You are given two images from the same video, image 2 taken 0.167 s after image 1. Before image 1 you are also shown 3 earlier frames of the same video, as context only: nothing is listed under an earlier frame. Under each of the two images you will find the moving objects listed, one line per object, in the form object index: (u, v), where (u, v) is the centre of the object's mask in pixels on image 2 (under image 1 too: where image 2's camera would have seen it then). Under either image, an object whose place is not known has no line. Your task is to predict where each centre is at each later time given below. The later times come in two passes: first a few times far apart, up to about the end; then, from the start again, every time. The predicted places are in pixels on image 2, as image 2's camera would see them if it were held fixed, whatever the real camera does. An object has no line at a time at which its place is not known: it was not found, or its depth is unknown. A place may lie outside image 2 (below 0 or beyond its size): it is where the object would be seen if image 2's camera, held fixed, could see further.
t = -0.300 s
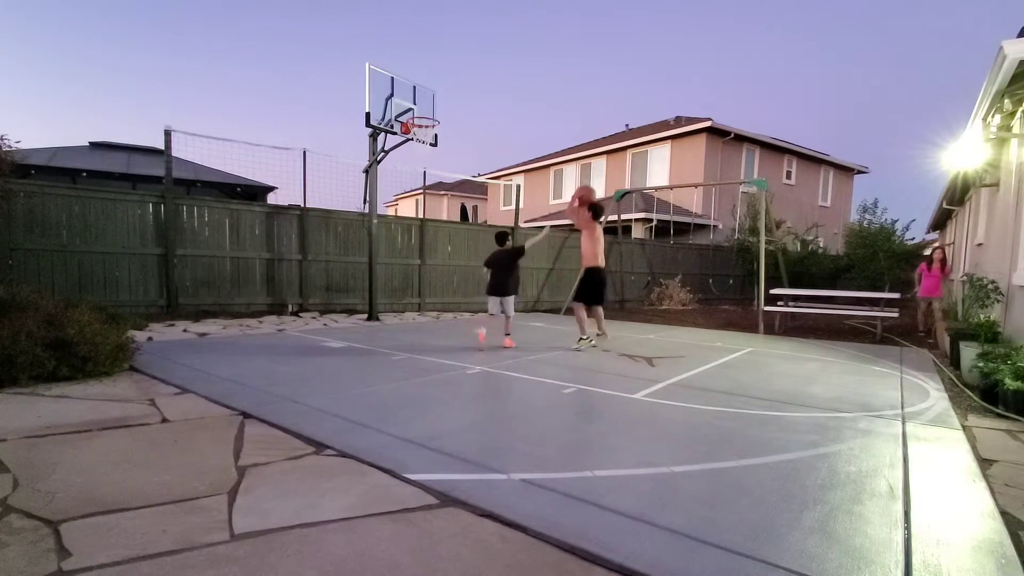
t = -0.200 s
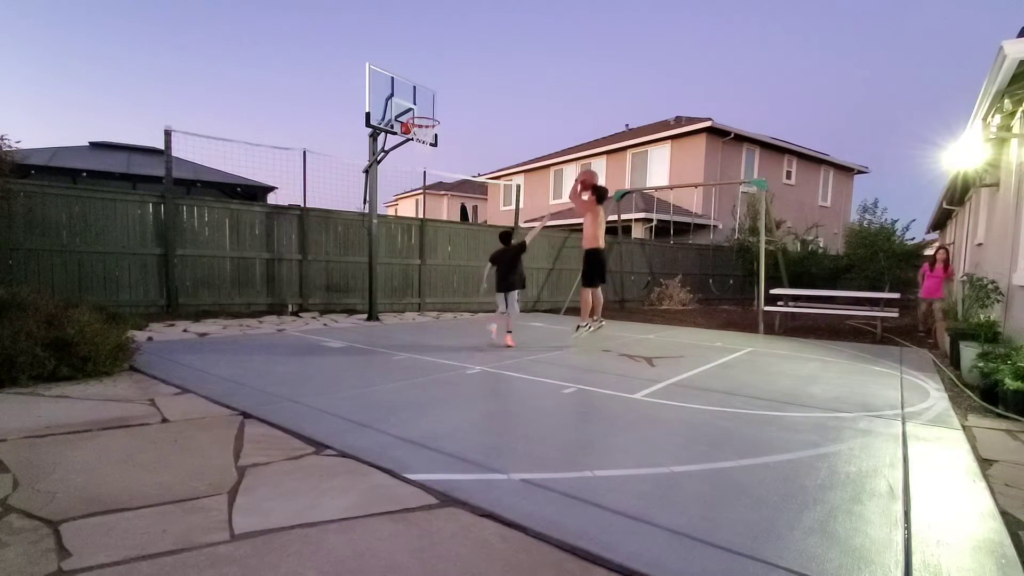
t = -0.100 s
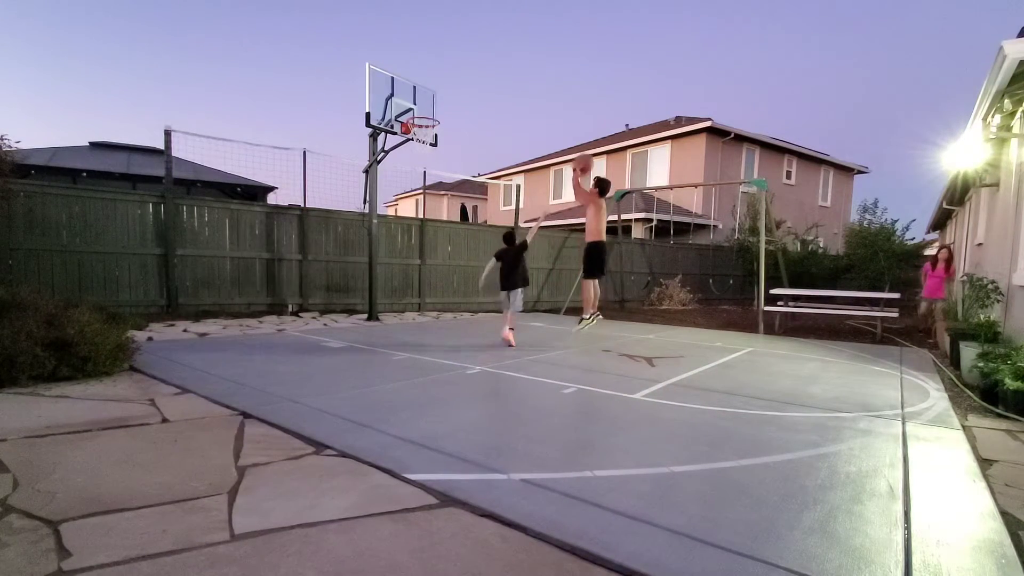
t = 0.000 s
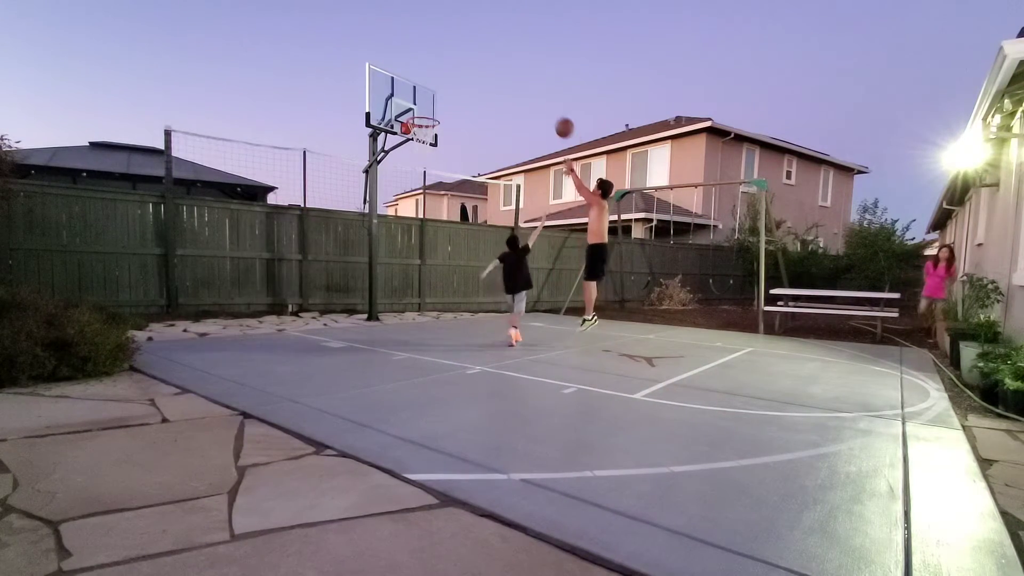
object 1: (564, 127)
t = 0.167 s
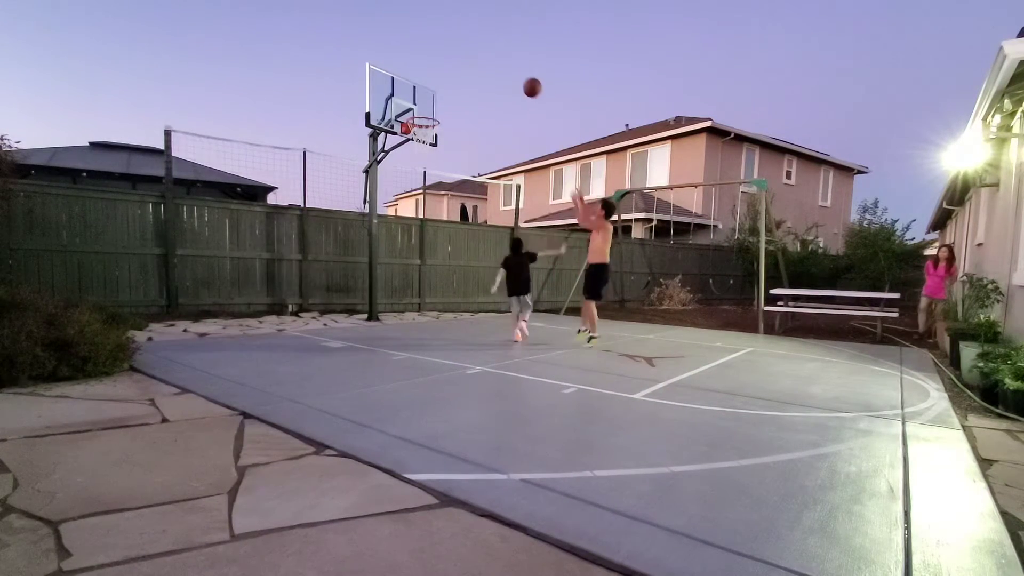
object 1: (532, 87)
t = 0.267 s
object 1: (513, 75)
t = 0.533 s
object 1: (467, 81)
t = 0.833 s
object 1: (453, 121)
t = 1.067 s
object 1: (492, 162)
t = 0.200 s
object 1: (526, 82)
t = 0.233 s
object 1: (520, 78)
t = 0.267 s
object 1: (513, 75)
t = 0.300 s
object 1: (507, 73)
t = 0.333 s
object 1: (502, 71)
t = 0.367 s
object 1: (496, 71)
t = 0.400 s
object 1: (490, 71)
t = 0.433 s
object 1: (484, 72)
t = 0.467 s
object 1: (479, 74)
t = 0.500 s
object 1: (473, 77)
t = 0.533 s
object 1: (467, 81)
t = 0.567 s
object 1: (462, 85)
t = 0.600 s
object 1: (457, 90)
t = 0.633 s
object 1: (452, 96)
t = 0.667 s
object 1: (446, 103)
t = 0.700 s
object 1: (442, 110)
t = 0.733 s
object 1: (438, 116)
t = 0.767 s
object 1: (443, 117)
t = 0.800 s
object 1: (448, 118)
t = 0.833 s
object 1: (453, 121)
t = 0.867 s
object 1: (459, 124)
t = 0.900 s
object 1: (464, 128)
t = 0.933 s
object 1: (469, 133)
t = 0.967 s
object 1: (475, 139)
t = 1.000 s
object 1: (480, 145)
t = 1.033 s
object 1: (486, 153)
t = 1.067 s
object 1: (492, 162)
